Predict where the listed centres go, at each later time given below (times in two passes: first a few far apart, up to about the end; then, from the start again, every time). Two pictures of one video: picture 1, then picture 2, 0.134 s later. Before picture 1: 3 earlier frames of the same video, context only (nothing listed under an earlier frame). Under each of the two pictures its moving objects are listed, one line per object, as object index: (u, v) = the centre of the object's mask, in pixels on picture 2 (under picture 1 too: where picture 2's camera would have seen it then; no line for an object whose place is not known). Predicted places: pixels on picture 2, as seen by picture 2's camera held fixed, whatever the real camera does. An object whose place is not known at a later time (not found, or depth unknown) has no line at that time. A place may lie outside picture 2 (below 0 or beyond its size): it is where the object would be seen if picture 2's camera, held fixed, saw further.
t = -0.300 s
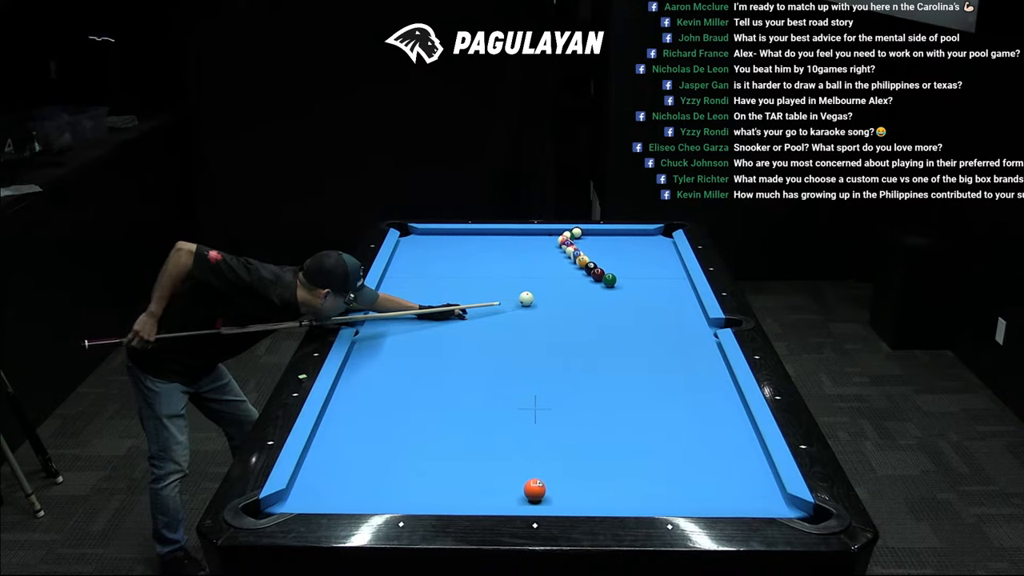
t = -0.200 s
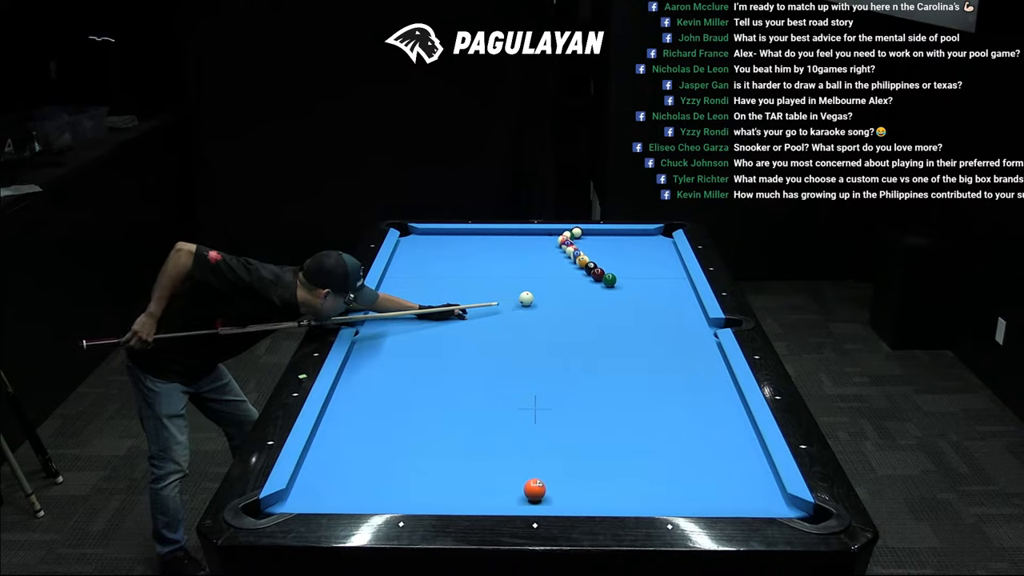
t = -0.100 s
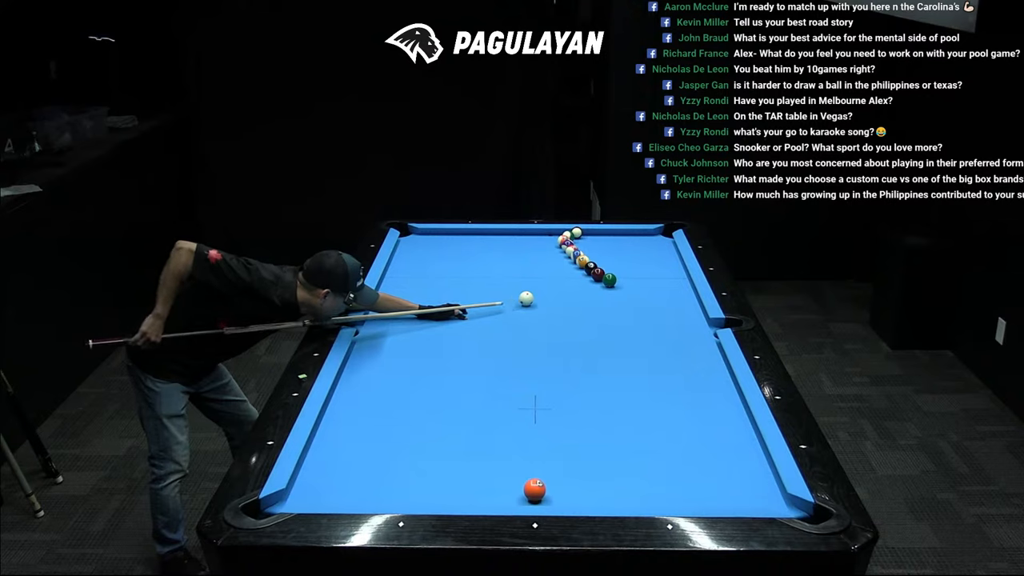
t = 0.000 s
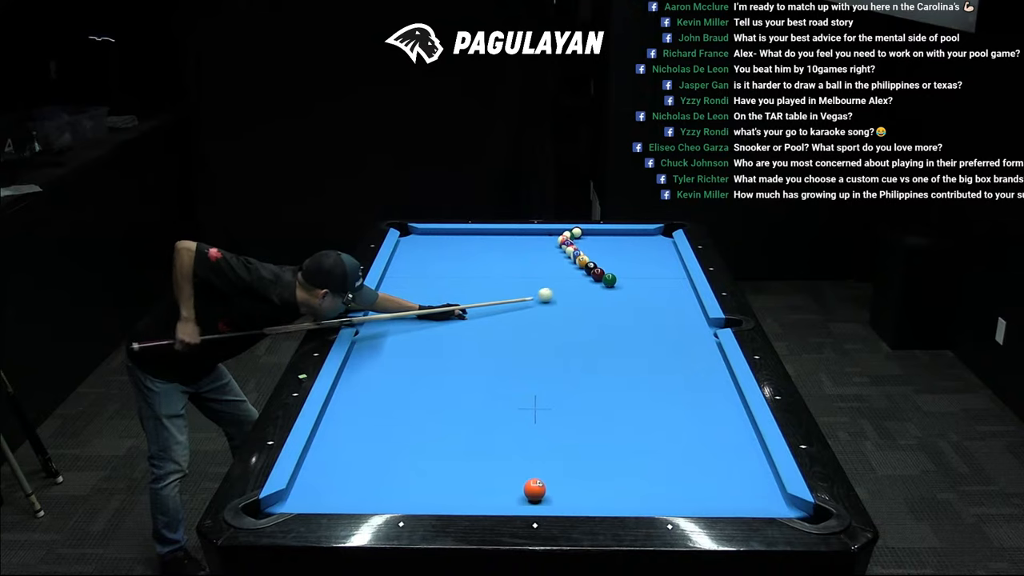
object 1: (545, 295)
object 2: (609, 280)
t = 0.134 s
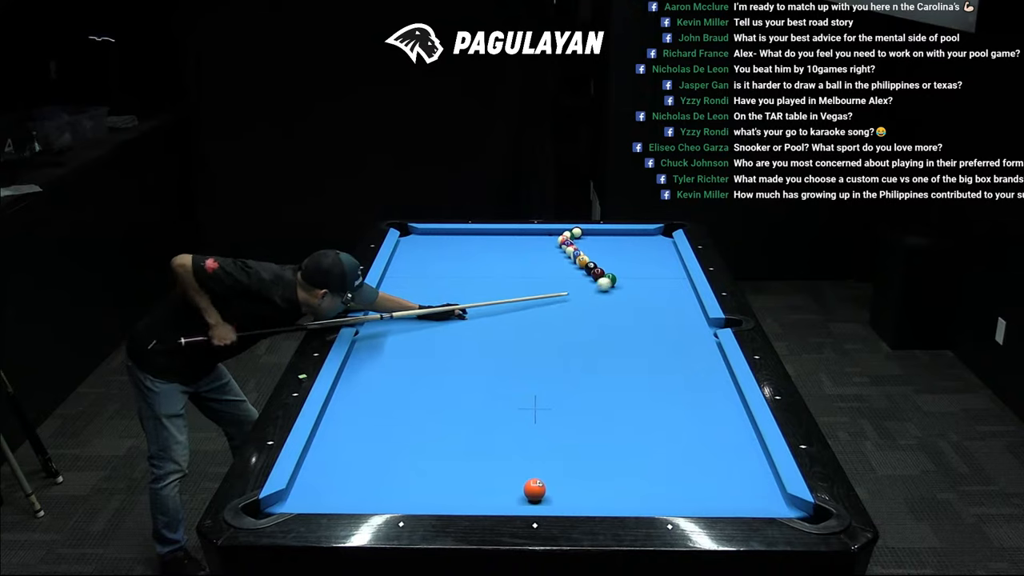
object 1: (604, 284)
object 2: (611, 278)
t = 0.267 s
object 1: (638, 288)
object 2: (622, 269)
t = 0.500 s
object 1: (690, 293)
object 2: (638, 255)
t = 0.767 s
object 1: (659, 303)
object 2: (654, 241)
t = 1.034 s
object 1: (632, 312)
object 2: (668, 231)
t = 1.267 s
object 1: (607, 320)
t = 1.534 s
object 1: (577, 330)
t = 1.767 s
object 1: (552, 339)
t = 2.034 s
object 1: (522, 349)
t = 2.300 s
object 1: (493, 359)
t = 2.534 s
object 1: (467, 367)
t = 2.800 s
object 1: (438, 377)
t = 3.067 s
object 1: (408, 387)
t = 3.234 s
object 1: (391, 393)
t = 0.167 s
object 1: (613, 285)
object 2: (612, 275)
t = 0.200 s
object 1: (622, 286)
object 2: (615, 274)
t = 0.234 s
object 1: (630, 287)
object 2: (619, 271)
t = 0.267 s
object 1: (638, 288)
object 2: (622, 269)
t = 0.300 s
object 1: (646, 288)
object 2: (624, 266)
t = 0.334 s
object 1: (654, 289)
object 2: (627, 264)
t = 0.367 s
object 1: (661, 290)
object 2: (629, 262)
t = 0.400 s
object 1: (669, 291)
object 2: (631, 260)
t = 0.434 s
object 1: (676, 291)
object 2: (633, 258)
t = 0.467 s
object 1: (684, 292)
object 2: (636, 256)
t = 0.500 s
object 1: (690, 293)
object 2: (638, 255)
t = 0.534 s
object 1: (685, 294)
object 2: (640, 253)
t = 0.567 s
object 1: (681, 296)
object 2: (642, 251)
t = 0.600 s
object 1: (677, 297)
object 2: (644, 249)
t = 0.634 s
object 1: (673, 298)
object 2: (646, 247)
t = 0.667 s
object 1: (669, 299)
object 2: (648, 246)
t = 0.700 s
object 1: (666, 300)
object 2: (650, 244)
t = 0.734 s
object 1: (663, 301)
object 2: (652, 242)
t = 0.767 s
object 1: (659, 303)
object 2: (654, 241)
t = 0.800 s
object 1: (656, 304)
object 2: (656, 239)
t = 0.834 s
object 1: (652, 305)
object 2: (658, 237)
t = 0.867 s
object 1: (648, 306)
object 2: (659, 236)
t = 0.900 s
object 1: (645, 307)
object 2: (661, 234)
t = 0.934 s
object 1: (641, 309)
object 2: (663, 233)
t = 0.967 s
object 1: (638, 310)
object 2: (665, 231)
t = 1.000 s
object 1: (636, 310)
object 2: (665, 230)
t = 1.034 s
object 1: (632, 312)
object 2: (668, 231)
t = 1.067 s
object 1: (628, 313)
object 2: (670, 233)
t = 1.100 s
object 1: (625, 314)
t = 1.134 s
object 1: (621, 315)
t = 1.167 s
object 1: (617, 316)
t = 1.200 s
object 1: (614, 318)
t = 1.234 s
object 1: (610, 319)
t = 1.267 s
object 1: (607, 320)
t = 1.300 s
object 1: (603, 321)
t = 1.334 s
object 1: (599, 323)
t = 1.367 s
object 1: (596, 324)
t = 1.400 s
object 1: (592, 325)
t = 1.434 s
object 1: (588, 326)
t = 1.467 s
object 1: (585, 328)
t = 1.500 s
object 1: (581, 329)
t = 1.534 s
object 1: (577, 330)
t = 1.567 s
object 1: (574, 331)
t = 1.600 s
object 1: (570, 333)
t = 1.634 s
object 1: (566, 334)
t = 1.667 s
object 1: (563, 335)
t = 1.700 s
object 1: (559, 336)
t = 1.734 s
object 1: (555, 337)
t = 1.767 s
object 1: (552, 339)
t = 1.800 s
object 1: (548, 340)
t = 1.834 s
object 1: (544, 341)
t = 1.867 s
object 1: (541, 342)
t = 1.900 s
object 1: (537, 344)
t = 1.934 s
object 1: (533, 345)
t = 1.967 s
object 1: (530, 346)
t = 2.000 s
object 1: (526, 347)
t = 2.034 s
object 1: (522, 349)
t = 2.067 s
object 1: (518, 350)
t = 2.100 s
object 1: (515, 351)
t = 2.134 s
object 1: (511, 352)
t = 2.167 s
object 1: (508, 354)
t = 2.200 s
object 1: (504, 355)
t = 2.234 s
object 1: (500, 356)
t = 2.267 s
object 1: (496, 357)
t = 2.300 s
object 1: (493, 359)
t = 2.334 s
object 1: (489, 360)
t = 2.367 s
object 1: (485, 361)
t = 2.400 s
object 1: (482, 362)
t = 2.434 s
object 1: (478, 364)
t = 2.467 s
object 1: (474, 365)
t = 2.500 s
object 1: (471, 366)
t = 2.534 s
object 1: (467, 367)
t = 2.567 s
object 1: (463, 369)
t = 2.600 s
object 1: (460, 370)
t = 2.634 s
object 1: (456, 371)
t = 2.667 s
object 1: (452, 372)
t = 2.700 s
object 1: (449, 374)
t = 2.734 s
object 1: (445, 375)
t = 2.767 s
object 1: (441, 376)
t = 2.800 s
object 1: (438, 377)
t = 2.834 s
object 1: (434, 378)
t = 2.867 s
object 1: (430, 380)
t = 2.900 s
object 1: (427, 381)
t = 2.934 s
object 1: (423, 382)
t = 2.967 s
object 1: (419, 383)
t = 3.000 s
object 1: (416, 385)
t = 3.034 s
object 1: (412, 386)
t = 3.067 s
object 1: (408, 387)
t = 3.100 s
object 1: (405, 388)
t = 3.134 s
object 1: (401, 390)
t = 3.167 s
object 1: (398, 391)
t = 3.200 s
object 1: (394, 392)
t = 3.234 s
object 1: (391, 393)
